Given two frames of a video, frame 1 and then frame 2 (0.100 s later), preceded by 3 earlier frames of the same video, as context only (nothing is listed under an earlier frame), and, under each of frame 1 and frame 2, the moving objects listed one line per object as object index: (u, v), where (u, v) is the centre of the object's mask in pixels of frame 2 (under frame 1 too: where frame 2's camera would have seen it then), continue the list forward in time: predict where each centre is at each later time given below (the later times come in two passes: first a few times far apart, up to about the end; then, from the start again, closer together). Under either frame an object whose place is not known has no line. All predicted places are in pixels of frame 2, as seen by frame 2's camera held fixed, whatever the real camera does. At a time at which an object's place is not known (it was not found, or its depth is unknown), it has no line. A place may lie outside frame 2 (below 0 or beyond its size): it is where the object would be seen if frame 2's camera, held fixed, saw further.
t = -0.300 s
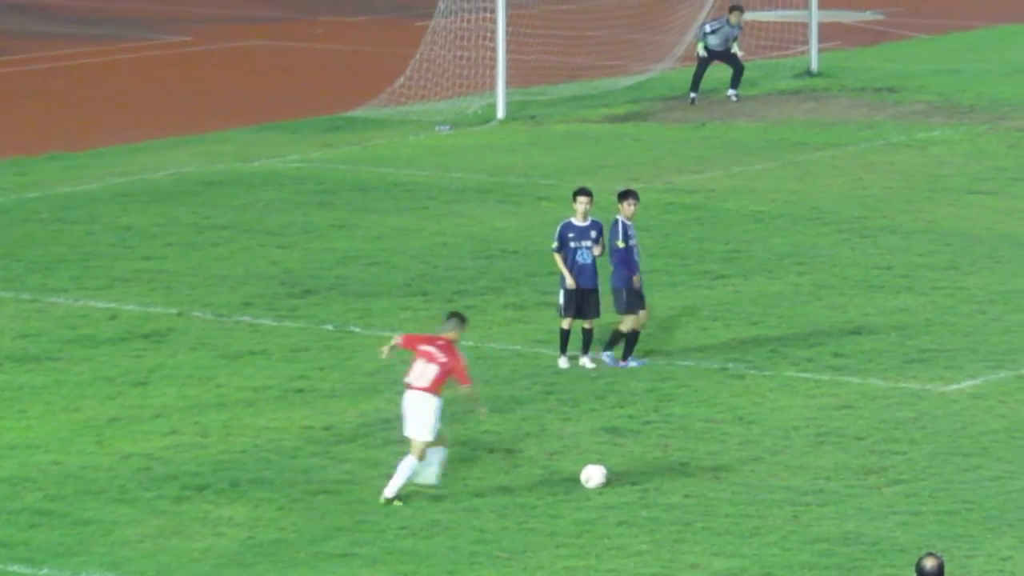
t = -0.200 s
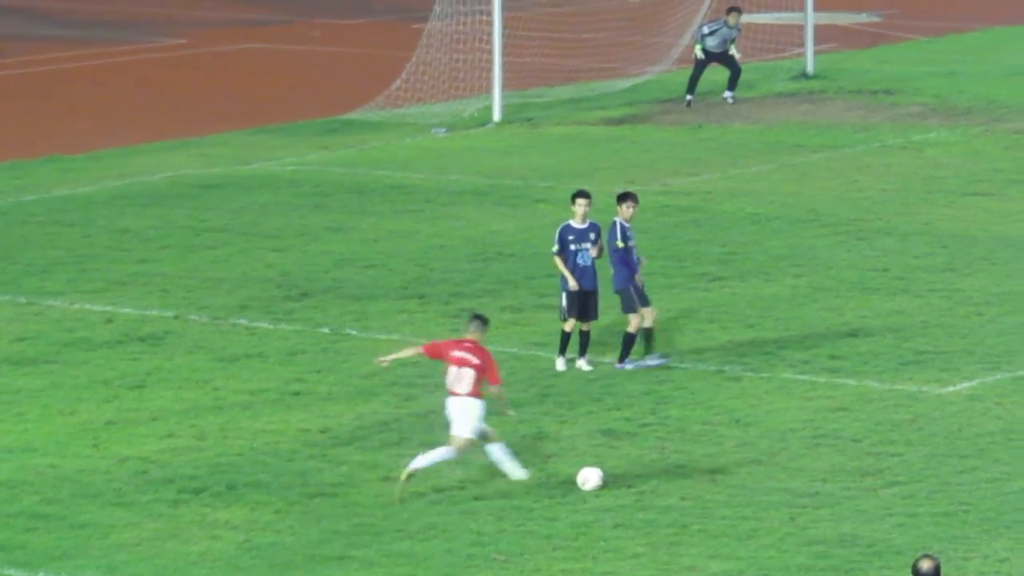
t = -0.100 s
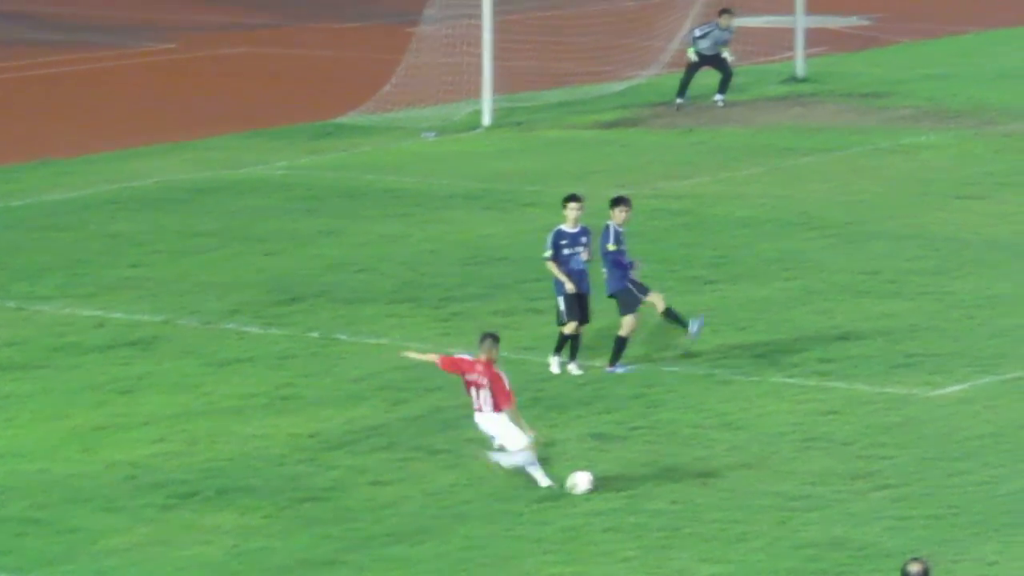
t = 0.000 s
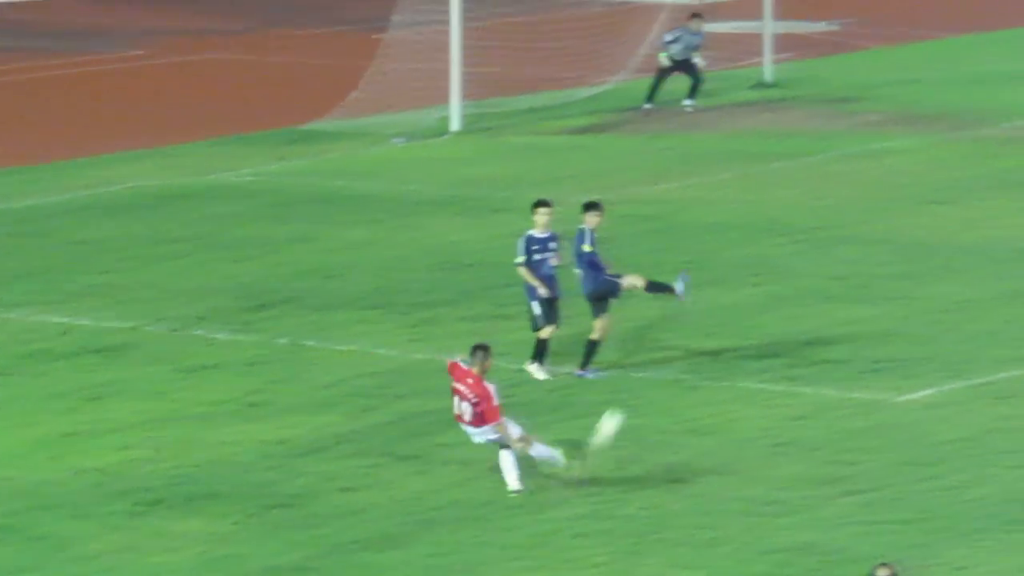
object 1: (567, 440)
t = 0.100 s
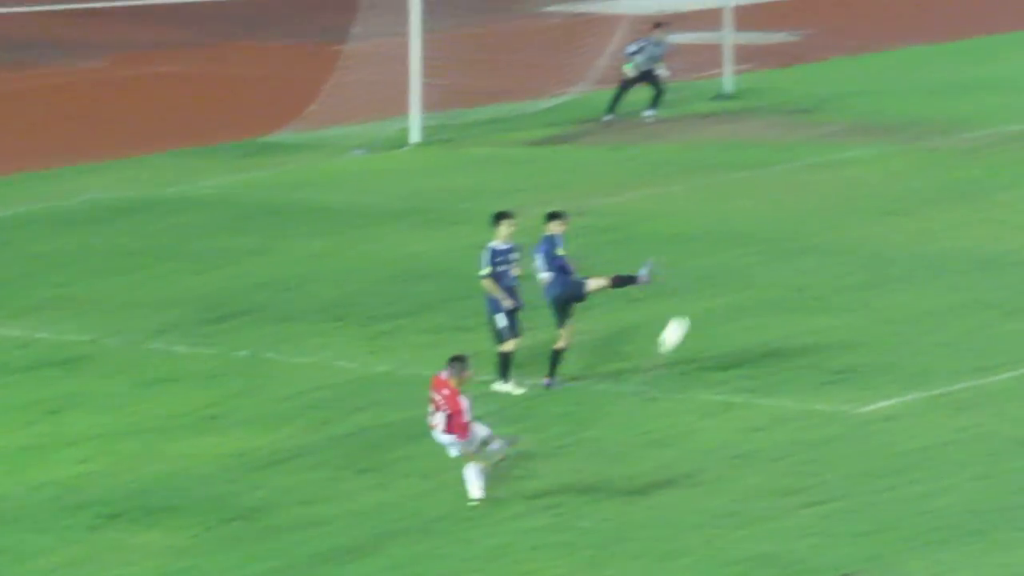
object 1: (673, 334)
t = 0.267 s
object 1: (809, 198)
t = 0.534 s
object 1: (951, 72)
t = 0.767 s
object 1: (1016, 39)
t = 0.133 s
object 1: (704, 303)
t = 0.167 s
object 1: (733, 274)
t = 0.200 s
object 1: (760, 246)
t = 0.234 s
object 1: (785, 221)
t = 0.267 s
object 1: (809, 198)
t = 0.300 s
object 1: (832, 176)
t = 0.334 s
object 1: (853, 156)
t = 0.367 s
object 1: (872, 138)
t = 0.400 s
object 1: (891, 122)
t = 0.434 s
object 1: (908, 107)
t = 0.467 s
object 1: (923, 94)
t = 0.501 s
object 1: (937, 82)
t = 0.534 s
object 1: (951, 72)
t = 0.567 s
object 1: (963, 64)
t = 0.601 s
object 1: (974, 56)
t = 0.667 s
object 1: (993, 46)
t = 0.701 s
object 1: (1002, 42)
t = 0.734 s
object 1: (1010, 40)
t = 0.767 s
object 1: (1016, 39)
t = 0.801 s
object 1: (1022, 39)
